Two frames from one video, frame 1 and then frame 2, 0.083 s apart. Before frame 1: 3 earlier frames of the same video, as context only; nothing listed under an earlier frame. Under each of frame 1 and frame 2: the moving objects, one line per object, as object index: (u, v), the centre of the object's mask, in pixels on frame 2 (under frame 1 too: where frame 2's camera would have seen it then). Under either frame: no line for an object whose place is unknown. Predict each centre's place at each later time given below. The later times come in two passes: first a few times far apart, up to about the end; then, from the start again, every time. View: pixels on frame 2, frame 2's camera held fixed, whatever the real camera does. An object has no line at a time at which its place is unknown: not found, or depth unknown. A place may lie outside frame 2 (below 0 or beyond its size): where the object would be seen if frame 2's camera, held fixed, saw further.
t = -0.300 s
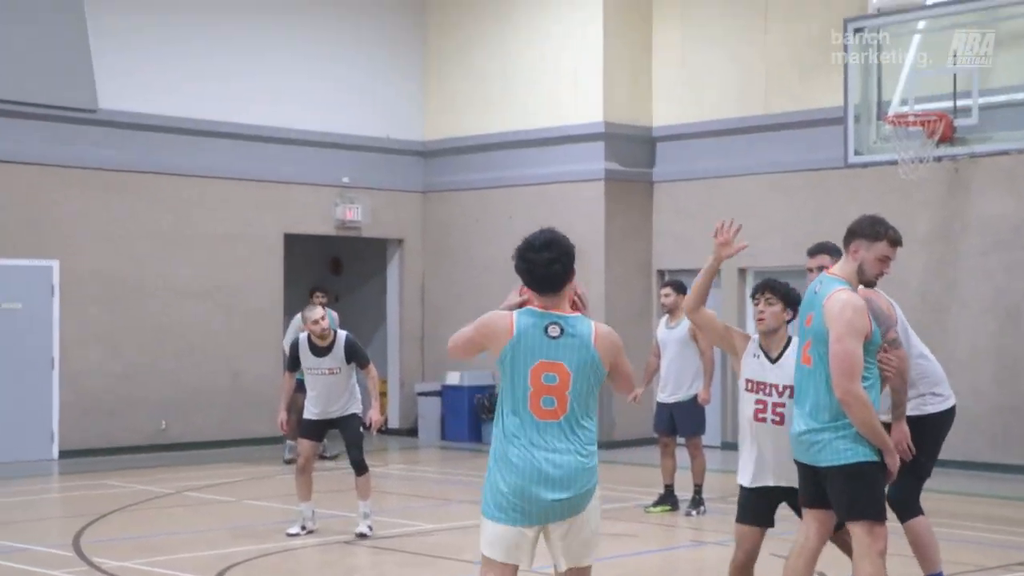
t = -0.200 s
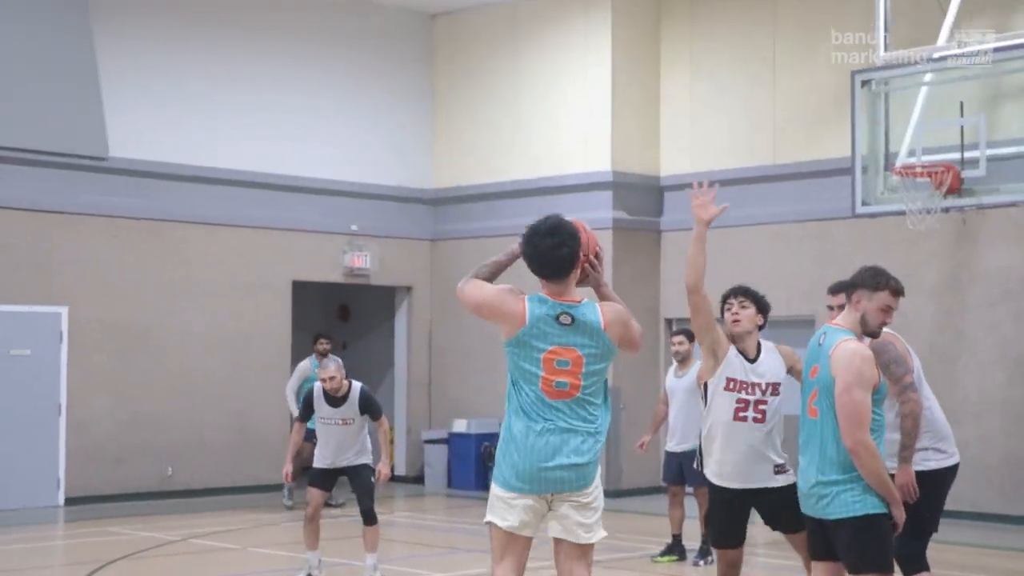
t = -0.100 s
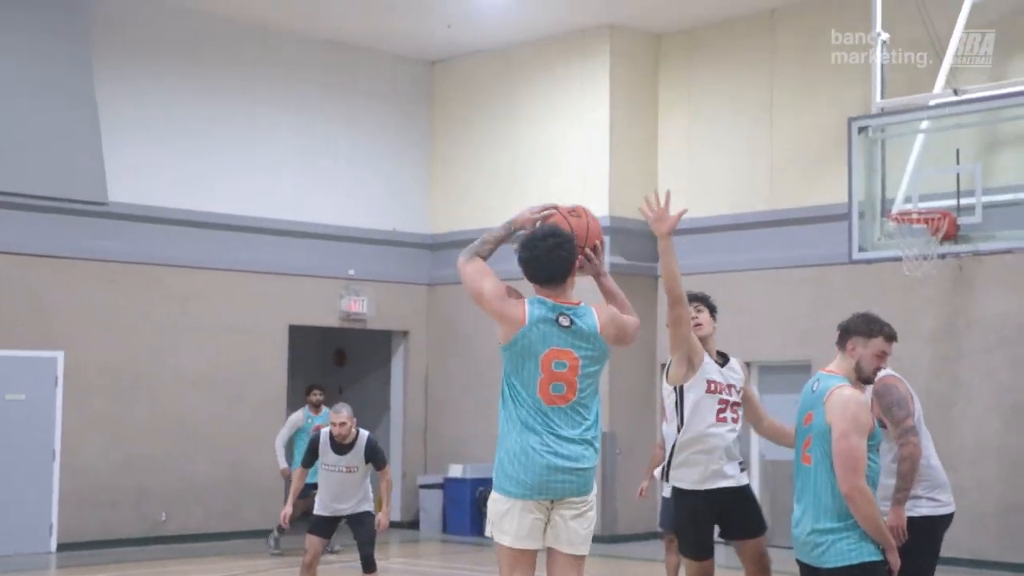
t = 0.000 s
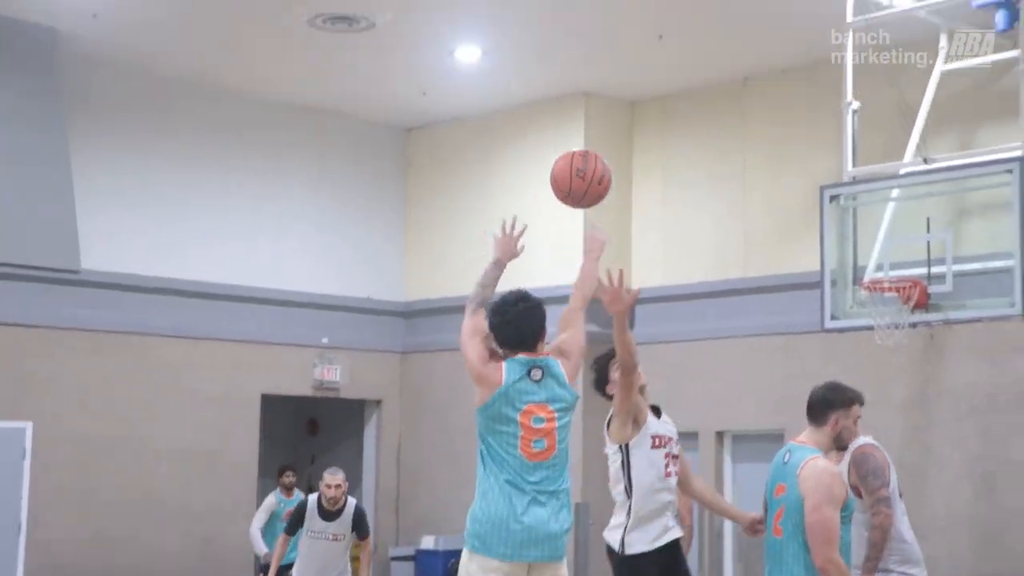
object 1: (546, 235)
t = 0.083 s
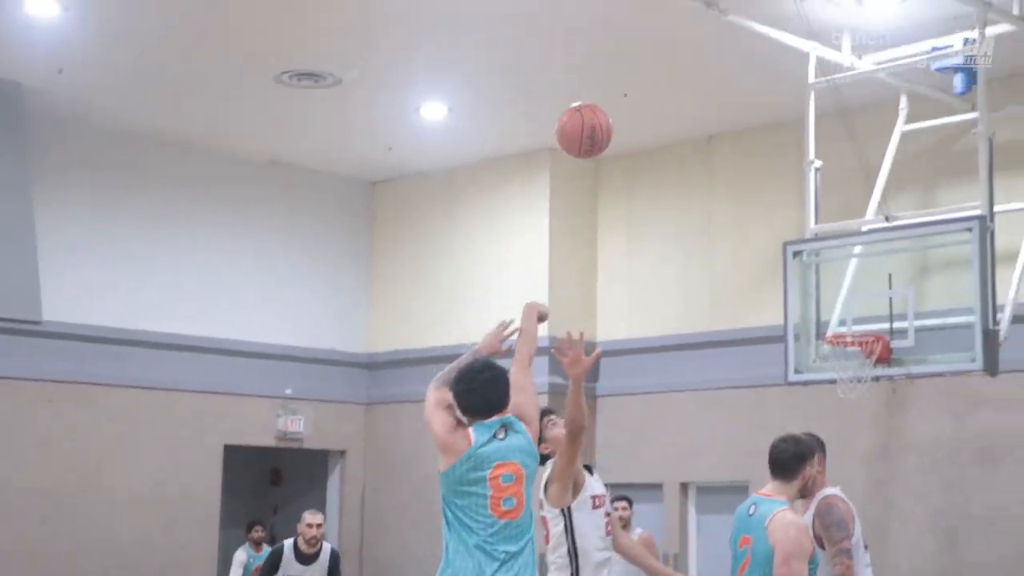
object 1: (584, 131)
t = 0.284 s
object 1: (657, -11)
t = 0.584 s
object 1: (736, -42)
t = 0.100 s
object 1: (591, 113)
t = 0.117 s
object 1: (598, 97)
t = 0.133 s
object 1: (604, 83)
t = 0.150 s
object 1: (611, 69)
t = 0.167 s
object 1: (617, 56)
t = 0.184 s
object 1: (623, 44)
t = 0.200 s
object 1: (629, 33)
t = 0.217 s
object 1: (635, 22)
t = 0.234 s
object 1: (641, 13)
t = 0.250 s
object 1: (646, 4)
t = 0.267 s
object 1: (652, -4)
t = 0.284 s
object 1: (657, -11)
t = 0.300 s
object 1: (663, -18)
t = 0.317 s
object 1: (668, -24)
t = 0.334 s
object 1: (673, -29)
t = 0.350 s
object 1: (679, -34)
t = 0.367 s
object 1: (683, -38)
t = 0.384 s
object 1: (688, -42)
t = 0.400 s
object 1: (693, -45)
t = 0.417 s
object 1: (697, -47)
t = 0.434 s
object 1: (702, -49)
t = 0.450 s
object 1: (706, -50)
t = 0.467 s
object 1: (710, -51)
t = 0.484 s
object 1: (715, -51)
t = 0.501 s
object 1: (718, -51)
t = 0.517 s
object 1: (722, -50)
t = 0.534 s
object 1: (726, -49)
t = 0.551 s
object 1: (730, -48)
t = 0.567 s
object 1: (733, -45)
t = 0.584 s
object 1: (736, -42)
